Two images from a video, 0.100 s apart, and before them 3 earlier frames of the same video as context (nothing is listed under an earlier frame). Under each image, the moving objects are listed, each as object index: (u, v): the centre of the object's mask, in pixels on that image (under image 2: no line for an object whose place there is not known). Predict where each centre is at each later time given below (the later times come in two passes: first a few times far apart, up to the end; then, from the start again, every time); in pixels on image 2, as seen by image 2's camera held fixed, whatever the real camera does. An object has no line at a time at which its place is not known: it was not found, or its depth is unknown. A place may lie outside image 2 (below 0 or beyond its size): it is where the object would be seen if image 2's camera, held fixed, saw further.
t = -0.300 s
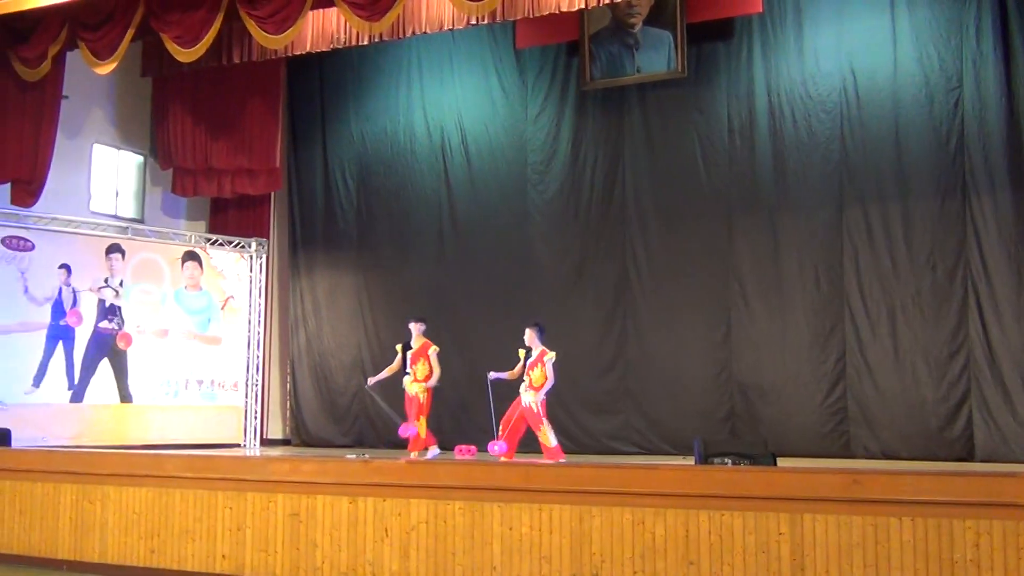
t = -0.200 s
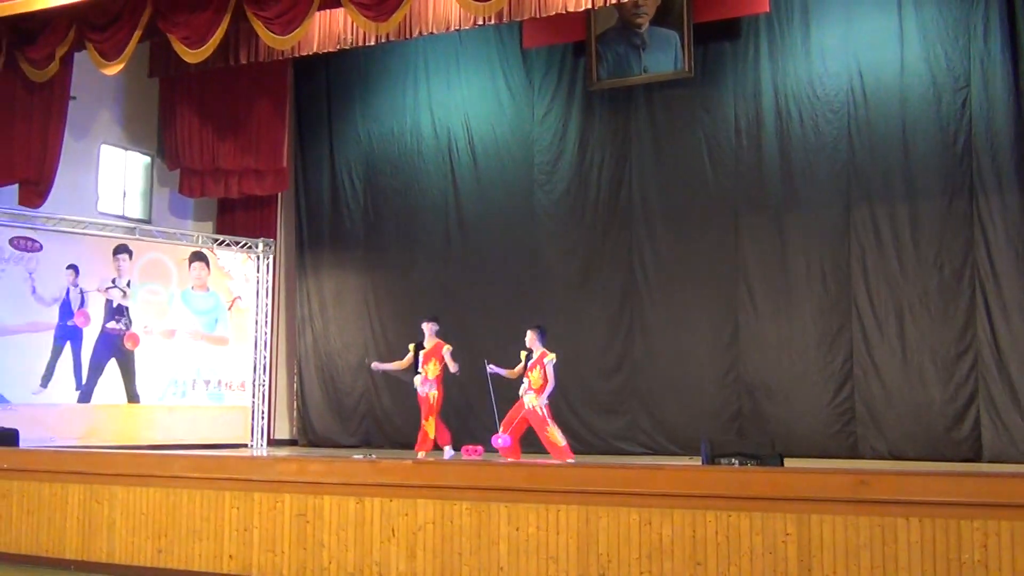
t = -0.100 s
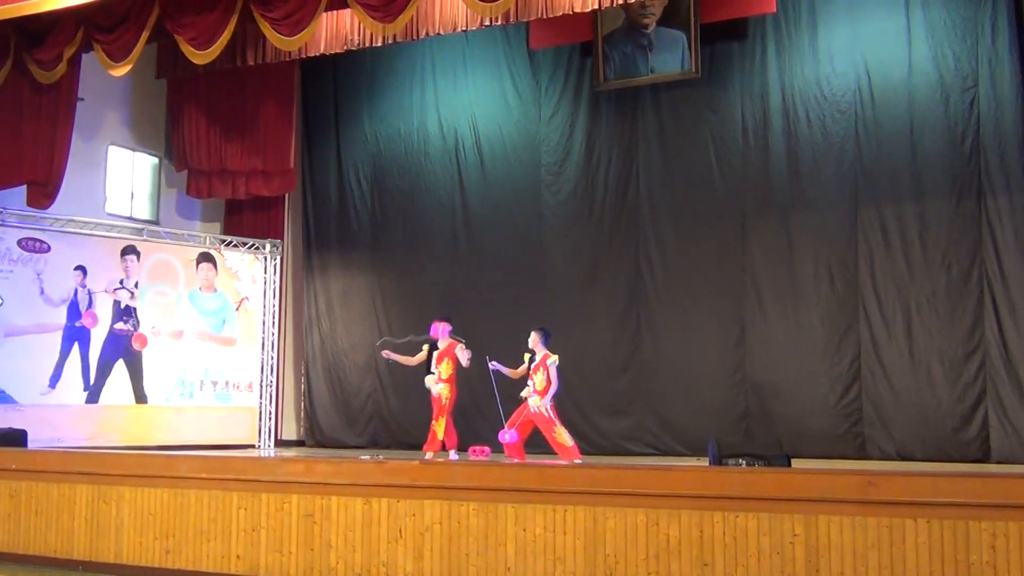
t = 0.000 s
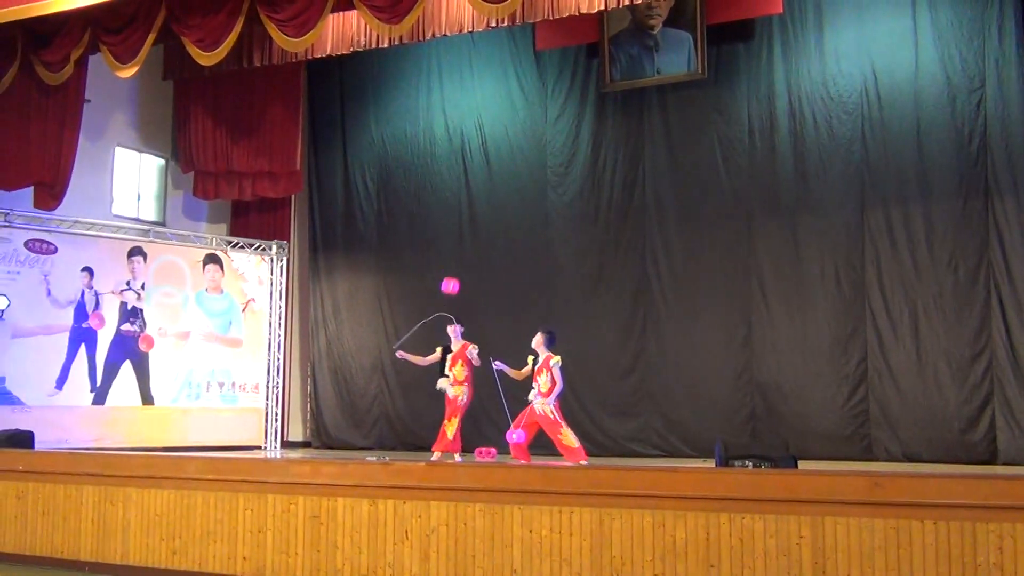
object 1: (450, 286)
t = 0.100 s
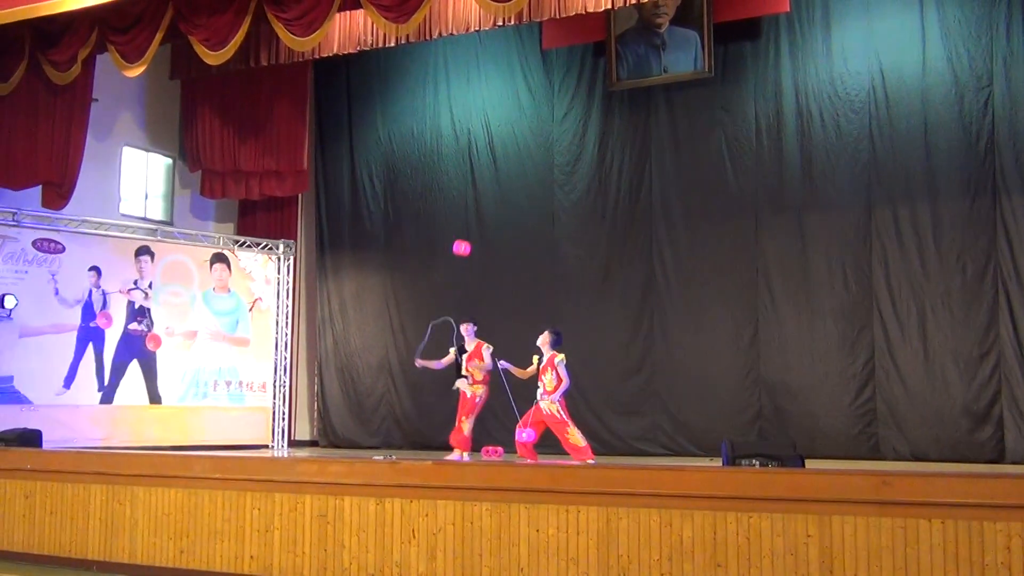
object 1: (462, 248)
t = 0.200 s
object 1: (467, 220)
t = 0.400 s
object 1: (476, 189)
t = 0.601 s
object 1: (484, 192)
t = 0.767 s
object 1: (489, 221)
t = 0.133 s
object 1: (464, 237)
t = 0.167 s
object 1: (465, 228)
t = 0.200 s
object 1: (467, 220)
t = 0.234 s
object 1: (468, 212)
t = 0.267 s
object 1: (470, 206)
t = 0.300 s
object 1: (472, 200)
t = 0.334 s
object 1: (473, 195)
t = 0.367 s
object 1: (474, 192)
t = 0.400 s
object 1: (476, 189)
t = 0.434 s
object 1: (478, 187)
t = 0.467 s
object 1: (478, 186)
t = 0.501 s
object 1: (480, 187)
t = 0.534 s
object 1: (481, 187)
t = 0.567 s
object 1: (482, 189)
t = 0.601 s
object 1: (484, 192)
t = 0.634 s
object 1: (484, 196)
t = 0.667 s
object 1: (486, 201)
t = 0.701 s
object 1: (486, 207)
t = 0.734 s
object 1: (488, 213)
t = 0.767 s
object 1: (489, 221)
